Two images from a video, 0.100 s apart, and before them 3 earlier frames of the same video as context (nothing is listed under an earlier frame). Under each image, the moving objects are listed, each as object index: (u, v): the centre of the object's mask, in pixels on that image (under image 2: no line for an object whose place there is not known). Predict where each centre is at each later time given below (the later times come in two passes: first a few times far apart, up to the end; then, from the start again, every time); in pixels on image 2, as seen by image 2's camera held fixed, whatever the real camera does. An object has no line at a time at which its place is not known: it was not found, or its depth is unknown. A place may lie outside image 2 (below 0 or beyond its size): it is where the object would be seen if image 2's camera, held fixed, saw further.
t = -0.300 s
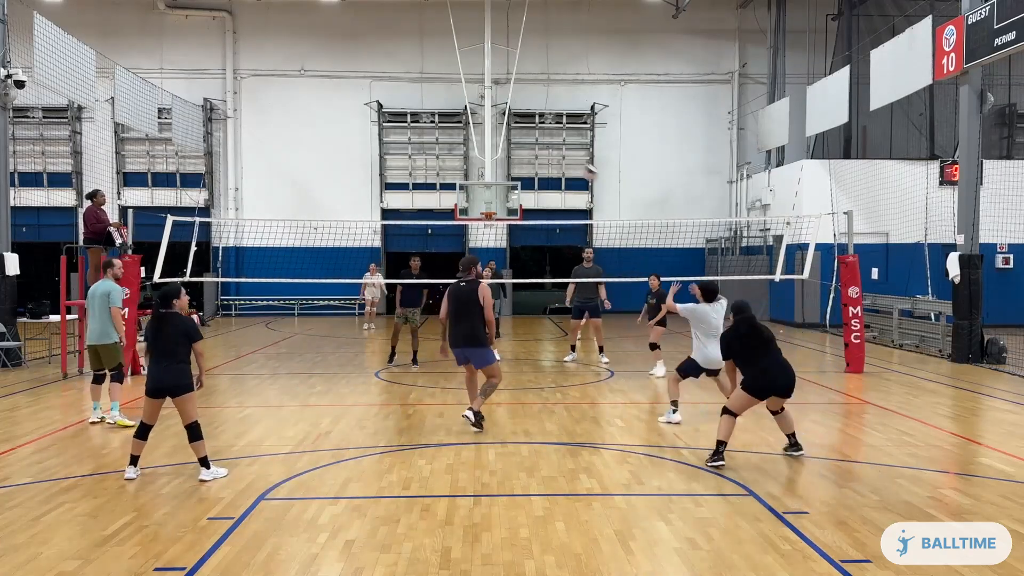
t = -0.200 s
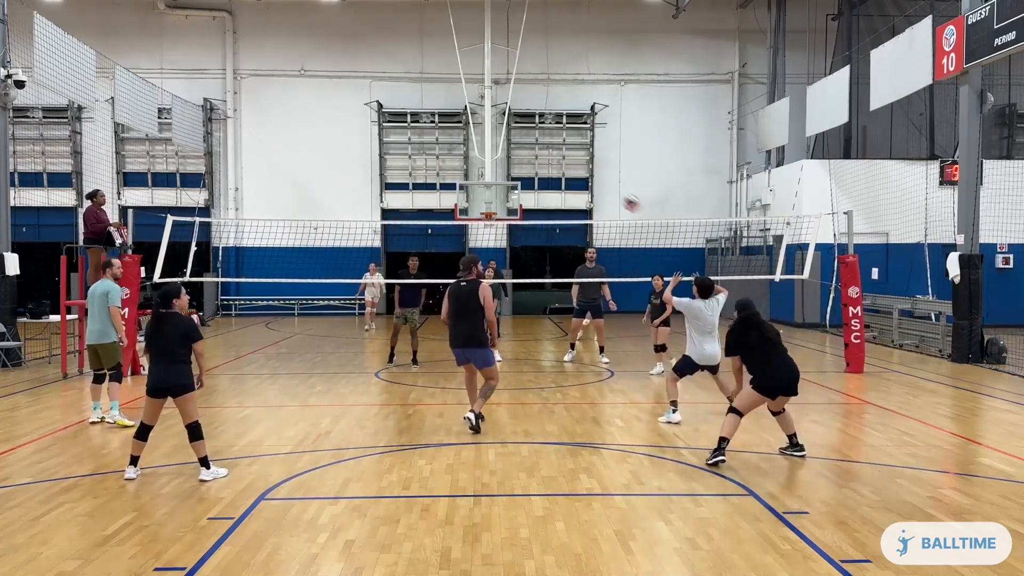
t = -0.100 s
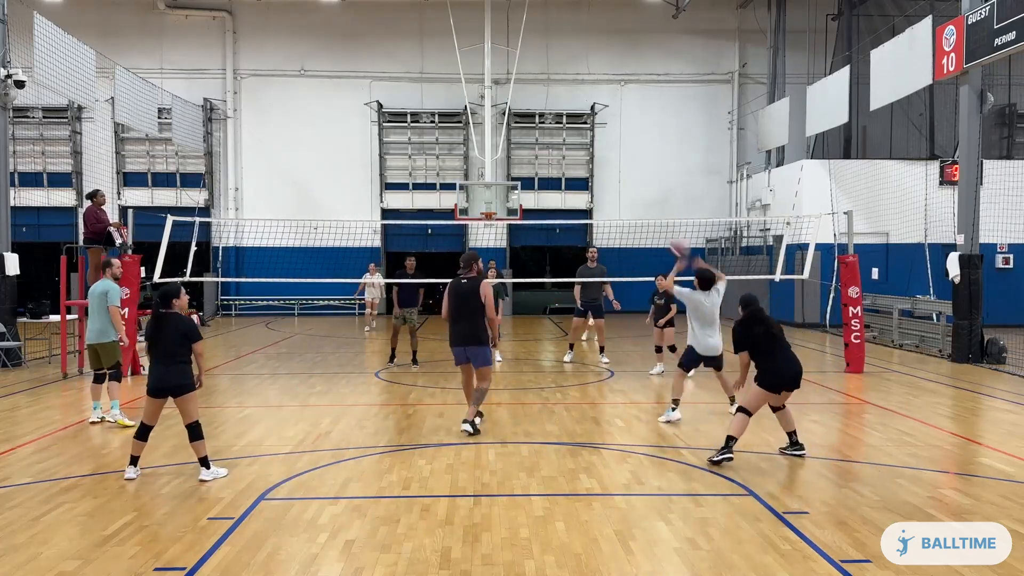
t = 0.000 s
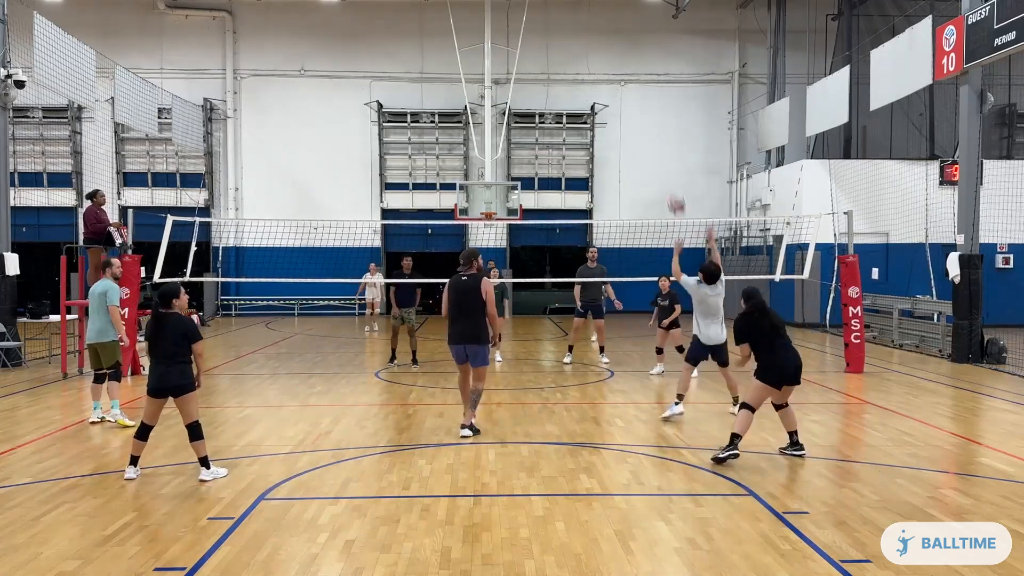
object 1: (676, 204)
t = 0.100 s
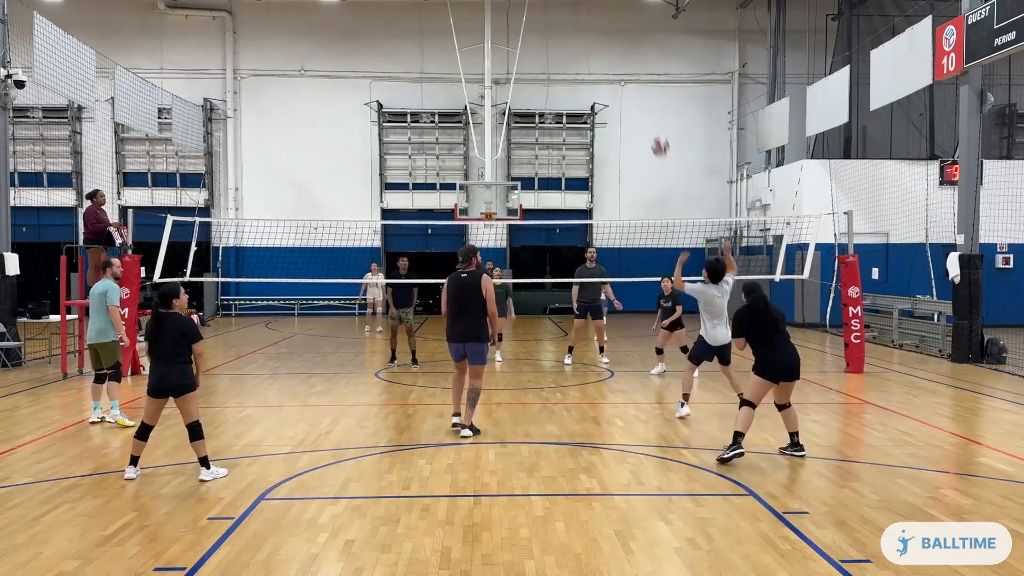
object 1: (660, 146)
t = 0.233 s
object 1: (638, 88)
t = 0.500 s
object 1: (597, 26)
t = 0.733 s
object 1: (564, 24)
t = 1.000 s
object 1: (531, 69)
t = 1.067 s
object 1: (524, 86)
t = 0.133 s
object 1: (654, 129)
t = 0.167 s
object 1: (649, 115)
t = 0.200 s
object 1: (644, 101)
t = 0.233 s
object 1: (638, 88)
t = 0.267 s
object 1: (632, 77)
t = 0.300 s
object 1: (628, 67)
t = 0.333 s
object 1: (622, 57)
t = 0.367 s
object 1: (617, 49)
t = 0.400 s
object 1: (612, 41)
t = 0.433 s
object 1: (607, 36)
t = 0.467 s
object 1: (602, 30)
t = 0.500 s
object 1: (597, 26)
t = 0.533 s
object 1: (593, 23)
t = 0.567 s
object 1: (587, 21)
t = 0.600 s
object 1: (583, 20)
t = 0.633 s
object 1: (578, 20)
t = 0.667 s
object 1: (573, 21)
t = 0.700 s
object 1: (569, 22)
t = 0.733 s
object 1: (564, 24)
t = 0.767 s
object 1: (560, 26)
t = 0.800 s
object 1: (556, 30)
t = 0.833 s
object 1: (552, 34)
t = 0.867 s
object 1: (547, 39)
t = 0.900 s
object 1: (543, 45)
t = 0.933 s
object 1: (540, 52)
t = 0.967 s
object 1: (535, 60)
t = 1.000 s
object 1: (531, 69)
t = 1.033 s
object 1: (528, 78)
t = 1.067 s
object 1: (524, 86)
